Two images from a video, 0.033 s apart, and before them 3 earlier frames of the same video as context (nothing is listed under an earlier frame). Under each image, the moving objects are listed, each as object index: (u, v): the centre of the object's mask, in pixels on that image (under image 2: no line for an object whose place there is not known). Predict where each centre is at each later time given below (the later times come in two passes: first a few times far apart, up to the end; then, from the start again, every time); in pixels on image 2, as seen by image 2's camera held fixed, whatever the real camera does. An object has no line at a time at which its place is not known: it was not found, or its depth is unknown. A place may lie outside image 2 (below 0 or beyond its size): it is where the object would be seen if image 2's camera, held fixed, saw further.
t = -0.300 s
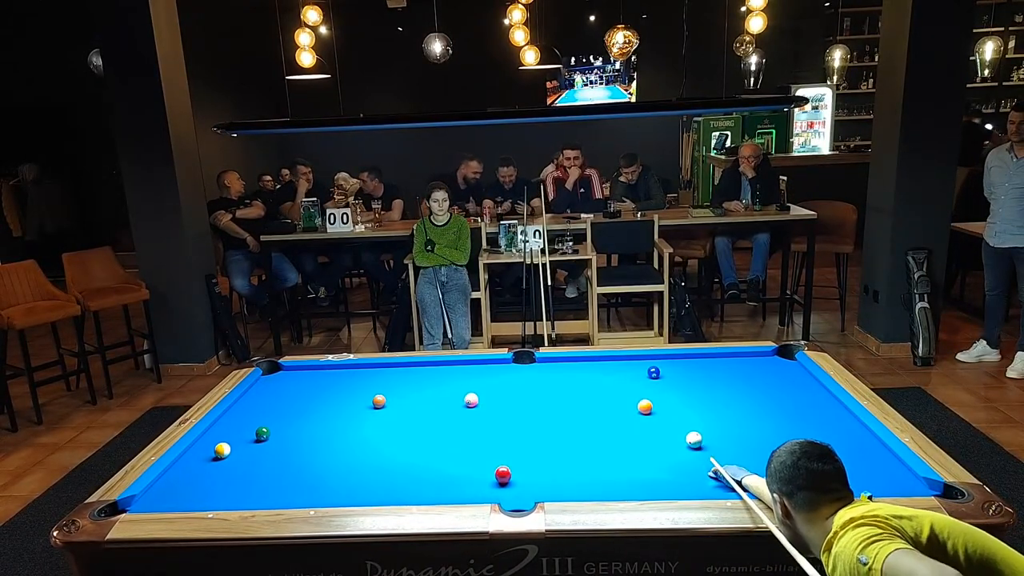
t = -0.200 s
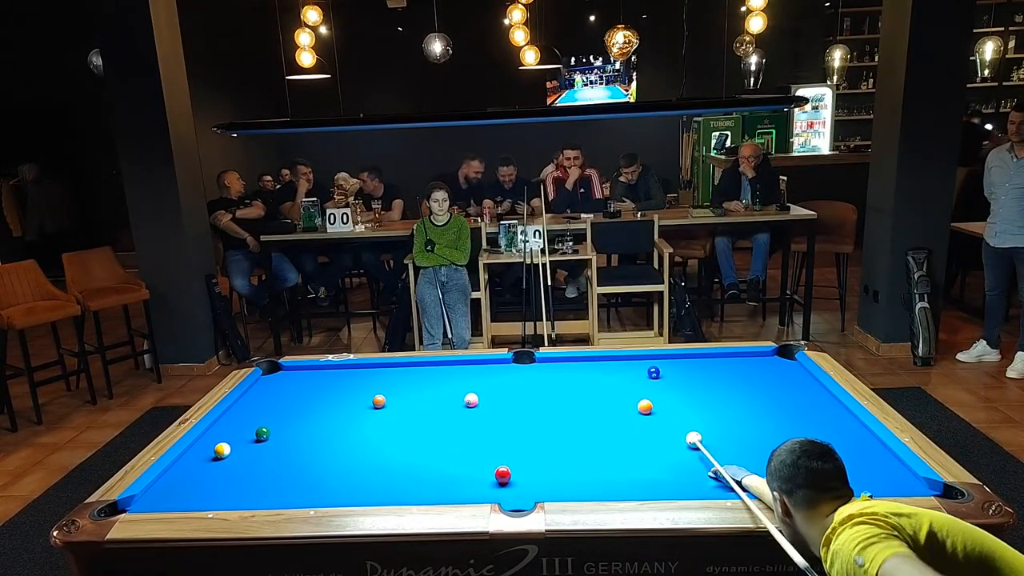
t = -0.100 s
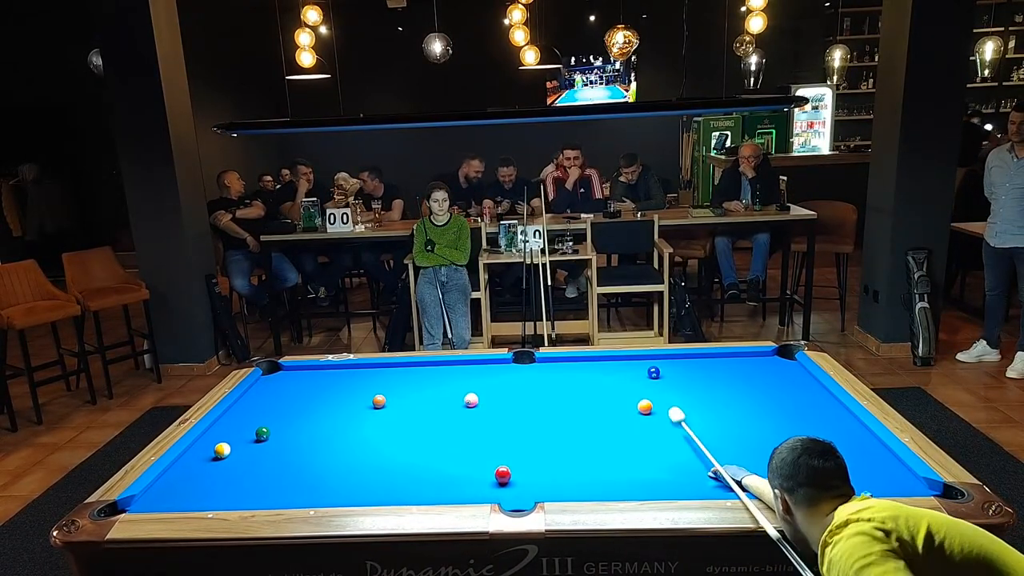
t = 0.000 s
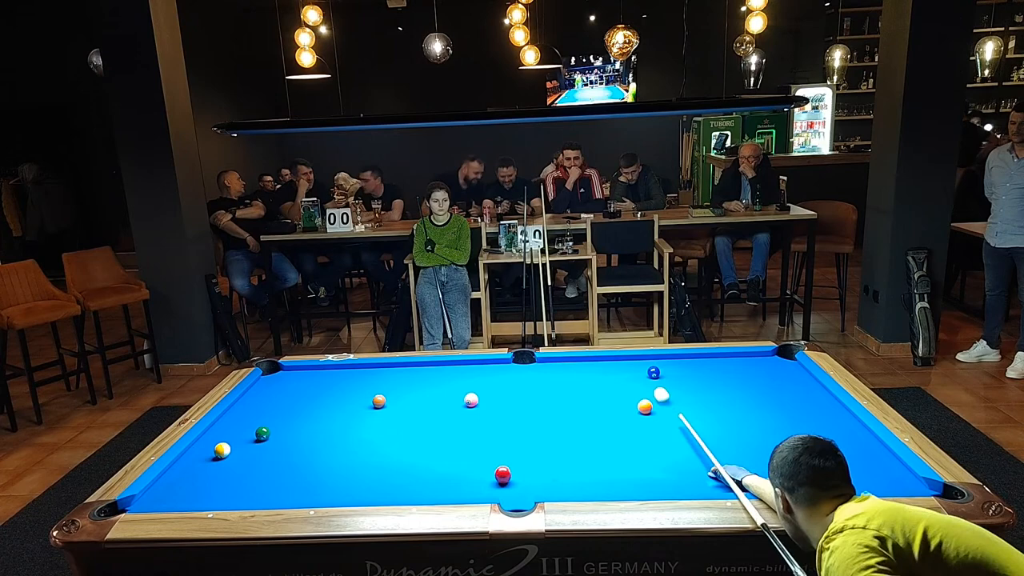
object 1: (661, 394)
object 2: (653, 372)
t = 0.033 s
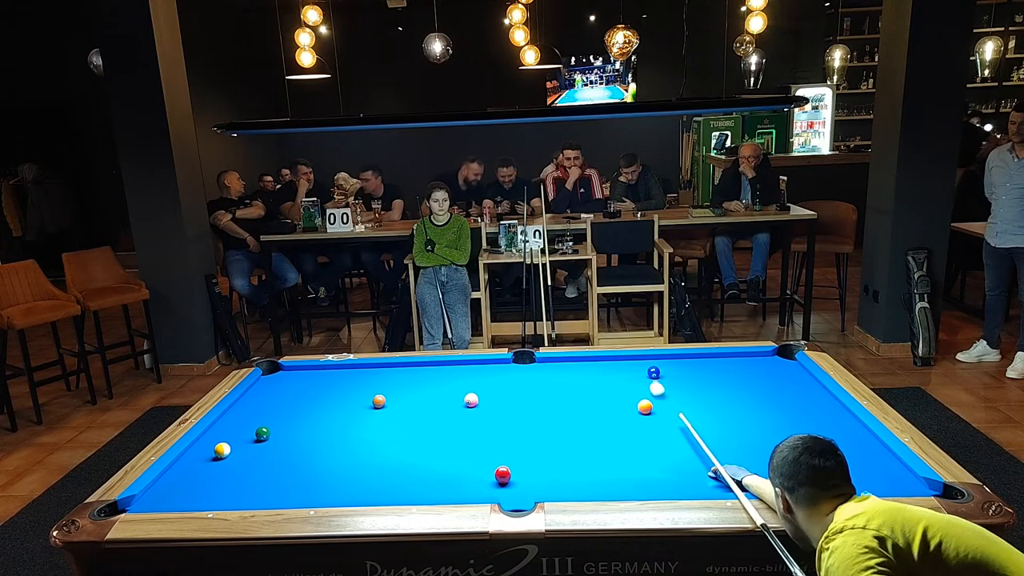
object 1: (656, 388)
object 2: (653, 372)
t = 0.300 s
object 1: (604, 361)
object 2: (675, 360)
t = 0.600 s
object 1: (563, 374)
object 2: (702, 362)
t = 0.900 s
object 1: (522, 390)
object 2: (729, 367)
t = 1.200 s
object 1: (478, 407)
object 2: (757, 373)
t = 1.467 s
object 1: (436, 423)
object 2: (781, 379)
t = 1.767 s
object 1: (385, 442)
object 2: (807, 385)
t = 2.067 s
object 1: (330, 463)
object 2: (814, 390)
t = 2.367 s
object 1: (271, 486)
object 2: (807, 394)
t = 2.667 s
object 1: (224, 495)
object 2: (802, 397)
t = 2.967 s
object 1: (203, 487)
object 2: (797, 400)
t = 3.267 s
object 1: (185, 480)
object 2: (792, 403)
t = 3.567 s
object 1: (169, 473)
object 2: (788, 406)
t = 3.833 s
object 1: (181, 469)
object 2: (786, 407)
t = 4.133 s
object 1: (194, 465)
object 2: (783, 409)
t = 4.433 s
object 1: (205, 462)
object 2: (781, 410)
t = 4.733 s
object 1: (213, 460)
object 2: (781, 410)
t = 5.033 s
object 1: (219, 459)
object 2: (781, 410)
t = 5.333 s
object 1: (222, 458)
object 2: (781, 410)
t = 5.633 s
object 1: (224, 458)
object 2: (781, 410)
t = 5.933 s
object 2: (781, 410)
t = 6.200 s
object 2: (781, 410)
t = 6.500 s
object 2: (781, 410)
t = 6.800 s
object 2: (781, 410)
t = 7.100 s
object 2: (781, 410)
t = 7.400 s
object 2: (781, 410)
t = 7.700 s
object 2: (781, 410)
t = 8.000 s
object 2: (781, 410)
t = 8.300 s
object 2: (781, 410)
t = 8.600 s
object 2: (781, 410)
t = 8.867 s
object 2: (781, 410)
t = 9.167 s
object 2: (781, 410)
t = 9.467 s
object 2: (781, 410)
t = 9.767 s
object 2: (781, 410)
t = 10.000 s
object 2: (781, 410)
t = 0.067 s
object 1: (652, 383)
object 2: (653, 371)
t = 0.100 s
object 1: (648, 378)
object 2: (655, 370)
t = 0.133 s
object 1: (642, 374)
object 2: (655, 371)
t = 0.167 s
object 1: (634, 371)
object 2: (659, 369)
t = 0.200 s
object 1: (625, 369)
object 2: (663, 366)
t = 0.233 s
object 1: (618, 366)
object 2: (668, 365)
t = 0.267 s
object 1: (611, 364)
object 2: (671, 362)
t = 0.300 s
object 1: (604, 361)
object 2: (675, 360)
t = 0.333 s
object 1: (598, 358)
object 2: (678, 359)
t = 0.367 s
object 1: (593, 360)
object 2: (680, 358)
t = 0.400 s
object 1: (589, 363)
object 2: (683, 357)
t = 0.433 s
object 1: (585, 365)
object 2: (687, 358)
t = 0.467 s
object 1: (581, 367)
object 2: (690, 359)
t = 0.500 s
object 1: (577, 369)
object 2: (693, 360)
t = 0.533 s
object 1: (572, 371)
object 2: (696, 361)
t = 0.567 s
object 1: (568, 372)
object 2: (699, 362)
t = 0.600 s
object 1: (563, 374)
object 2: (702, 362)
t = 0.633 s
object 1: (559, 376)
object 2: (705, 363)
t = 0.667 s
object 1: (554, 377)
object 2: (708, 363)
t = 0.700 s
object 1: (550, 379)
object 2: (711, 364)
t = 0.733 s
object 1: (546, 381)
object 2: (714, 364)
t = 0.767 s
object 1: (541, 382)
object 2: (717, 365)
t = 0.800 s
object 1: (536, 384)
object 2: (720, 365)
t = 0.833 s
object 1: (532, 386)
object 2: (723, 366)
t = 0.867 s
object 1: (527, 388)
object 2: (726, 367)
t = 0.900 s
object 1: (522, 390)
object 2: (729, 367)
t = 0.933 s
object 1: (518, 391)
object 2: (733, 368)
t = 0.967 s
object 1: (513, 393)
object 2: (736, 369)
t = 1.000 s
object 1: (508, 395)
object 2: (739, 369)
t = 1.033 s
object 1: (503, 397)
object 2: (742, 370)
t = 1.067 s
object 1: (498, 399)
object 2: (745, 371)
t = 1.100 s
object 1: (493, 401)
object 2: (748, 371)
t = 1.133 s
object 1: (488, 403)
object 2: (752, 371)
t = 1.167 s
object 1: (483, 405)
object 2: (754, 373)
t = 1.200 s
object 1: (478, 407)
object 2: (757, 373)
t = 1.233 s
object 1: (473, 408)
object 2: (760, 374)
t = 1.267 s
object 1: (468, 411)
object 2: (763, 375)
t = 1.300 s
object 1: (462, 413)
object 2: (766, 375)
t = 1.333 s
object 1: (457, 415)
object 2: (769, 376)
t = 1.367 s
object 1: (452, 417)
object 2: (772, 377)
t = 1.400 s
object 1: (447, 419)
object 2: (775, 378)
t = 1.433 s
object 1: (441, 421)
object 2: (778, 378)
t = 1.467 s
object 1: (436, 423)
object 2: (781, 379)
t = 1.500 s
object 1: (431, 425)
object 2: (784, 379)
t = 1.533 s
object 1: (425, 427)
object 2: (787, 380)
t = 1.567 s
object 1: (419, 429)
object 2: (790, 381)
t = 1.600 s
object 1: (414, 431)
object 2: (793, 381)
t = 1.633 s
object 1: (408, 433)
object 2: (796, 382)
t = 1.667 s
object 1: (402, 435)
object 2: (799, 383)
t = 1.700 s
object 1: (397, 438)
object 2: (801, 383)
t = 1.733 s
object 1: (391, 440)
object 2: (804, 384)
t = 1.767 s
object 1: (385, 442)
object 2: (807, 385)
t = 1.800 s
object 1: (379, 444)
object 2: (810, 386)
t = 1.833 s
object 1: (373, 447)
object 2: (813, 387)
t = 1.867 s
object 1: (367, 449)
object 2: (816, 387)
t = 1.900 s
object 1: (361, 452)
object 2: (819, 388)
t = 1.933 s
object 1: (355, 454)
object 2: (818, 388)
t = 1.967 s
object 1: (349, 456)
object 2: (817, 388)
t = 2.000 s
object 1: (343, 458)
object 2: (816, 389)
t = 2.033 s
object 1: (337, 461)
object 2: (815, 390)
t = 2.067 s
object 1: (330, 463)
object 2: (814, 390)
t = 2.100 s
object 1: (324, 466)
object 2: (813, 390)
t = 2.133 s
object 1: (317, 468)
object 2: (812, 391)
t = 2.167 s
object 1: (311, 471)
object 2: (812, 391)
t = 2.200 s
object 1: (305, 473)
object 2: (811, 392)
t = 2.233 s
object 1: (298, 476)
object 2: (810, 392)
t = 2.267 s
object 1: (291, 478)
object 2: (809, 393)
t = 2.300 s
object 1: (284, 481)
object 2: (809, 393)
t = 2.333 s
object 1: (278, 483)
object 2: (808, 393)
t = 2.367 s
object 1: (271, 486)
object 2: (807, 394)
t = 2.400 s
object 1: (264, 489)
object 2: (807, 395)
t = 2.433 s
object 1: (257, 491)
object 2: (806, 395)
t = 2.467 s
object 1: (250, 493)
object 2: (806, 395)
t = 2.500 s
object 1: (243, 495)
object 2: (805, 395)
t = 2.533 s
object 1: (236, 497)
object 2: (804, 396)
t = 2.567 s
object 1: (231, 498)
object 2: (804, 396)
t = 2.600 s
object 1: (228, 497)
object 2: (803, 397)
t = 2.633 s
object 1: (226, 496)
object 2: (803, 397)
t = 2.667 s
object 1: (224, 495)
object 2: (802, 397)
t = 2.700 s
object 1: (221, 495)
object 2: (801, 398)
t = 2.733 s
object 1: (219, 494)
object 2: (800, 398)
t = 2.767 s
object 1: (216, 493)
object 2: (800, 398)
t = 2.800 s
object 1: (214, 492)
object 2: (799, 399)
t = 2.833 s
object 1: (212, 491)
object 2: (799, 399)
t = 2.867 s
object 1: (210, 491)
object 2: (798, 399)
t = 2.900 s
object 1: (207, 490)
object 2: (798, 400)
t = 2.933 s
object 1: (205, 489)
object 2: (797, 400)
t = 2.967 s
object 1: (203, 487)
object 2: (797, 400)
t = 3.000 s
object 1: (201, 487)
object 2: (796, 401)
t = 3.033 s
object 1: (199, 486)
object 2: (796, 401)
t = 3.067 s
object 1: (196, 485)
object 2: (795, 401)
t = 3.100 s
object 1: (195, 484)
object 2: (795, 402)
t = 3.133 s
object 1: (192, 483)
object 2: (794, 402)
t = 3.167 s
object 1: (191, 482)
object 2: (794, 403)
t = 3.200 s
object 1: (189, 481)
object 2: (793, 403)
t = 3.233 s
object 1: (187, 480)
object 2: (793, 403)
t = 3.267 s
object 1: (185, 480)
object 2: (792, 403)
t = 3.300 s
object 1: (183, 479)
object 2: (792, 403)
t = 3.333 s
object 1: (181, 478)
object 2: (791, 404)
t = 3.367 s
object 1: (179, 477)
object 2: (791, 404)
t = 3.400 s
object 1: (177, 476)
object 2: (791, 405)
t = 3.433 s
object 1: (176, 475)
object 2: (790, 405)
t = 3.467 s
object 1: (174, 475)
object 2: (790, 405)
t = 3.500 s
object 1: (172, 474)
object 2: (789, 405)
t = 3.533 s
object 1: (170, 473)
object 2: (789, 406)
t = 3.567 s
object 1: (169, 473)
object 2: (788, 406)
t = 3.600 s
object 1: (169, 472)
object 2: (788, 406)
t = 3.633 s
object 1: (171, 471)
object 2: (788, 406)
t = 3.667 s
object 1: (173, 471)
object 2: (788, 406)
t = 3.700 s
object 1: (175, 470)
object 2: (787, 407)
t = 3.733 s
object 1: (176, 470)
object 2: (787, 407)
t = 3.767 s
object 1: (178, 470)
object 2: (787, 407)
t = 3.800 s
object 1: (179, 469)
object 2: (786, 407)
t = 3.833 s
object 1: (181, 469)
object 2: (786, 407)
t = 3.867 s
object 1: (183, 468)
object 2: (785, 407)
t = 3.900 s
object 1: (184, 468)
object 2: (785, 408)
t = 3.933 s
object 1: (186, 468)
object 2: (785, 408)
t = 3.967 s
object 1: (187, 467)
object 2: (785, 408)
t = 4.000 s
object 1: (189, 467)
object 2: (784, 408)
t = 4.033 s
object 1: (190, 467)
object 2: (784, 408)
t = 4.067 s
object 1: (192, 466)
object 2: (783, 409)
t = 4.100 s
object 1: (193, 466)
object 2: (783, 408)
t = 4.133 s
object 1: (194, 465)
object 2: (783, 409)
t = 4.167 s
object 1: (196, 465)
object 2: (783, 409)
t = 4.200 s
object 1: (197, 465)
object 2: (783, 409)
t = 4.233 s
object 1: (198, 464)
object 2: (783, 409)
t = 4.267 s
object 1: (199, 464)
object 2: (782, 409)
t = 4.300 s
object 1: (201, 463)
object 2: (782, 409)
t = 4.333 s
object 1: (202, 463)
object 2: (782, 409)
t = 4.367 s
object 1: (203, 463)
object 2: (782, 410)
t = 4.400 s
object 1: (204, 462)
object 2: (782, 409)
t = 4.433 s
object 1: (205, 462)
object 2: (781, 410)
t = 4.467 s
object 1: (206, 462)
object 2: (781, 410)
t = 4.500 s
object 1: (207, 462)
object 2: (781, 410)
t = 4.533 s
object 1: (208, 461)
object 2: (781, 410)
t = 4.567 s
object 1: (209, 461)
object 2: (781, 410)
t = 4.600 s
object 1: (210, 461)
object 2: (781, 410)
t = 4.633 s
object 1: (211, 461)
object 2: (781, 410)
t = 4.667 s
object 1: (212, 461)
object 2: (781, 410)
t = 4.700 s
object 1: (212, 461)
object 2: (781, 410)
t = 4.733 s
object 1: (213, 460)
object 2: (781, 410)
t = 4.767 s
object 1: (214, 460)
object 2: (781, 410)
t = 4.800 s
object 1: (215, 460)
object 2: (781, 410)
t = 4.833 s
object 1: (215, 460)
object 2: (781, 410)
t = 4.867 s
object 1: (216, 460)
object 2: (781, 410)
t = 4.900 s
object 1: (217, 459)
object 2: (781, 410)
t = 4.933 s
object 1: (217, 459)
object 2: (781, 410)
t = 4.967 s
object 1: (218, 459)
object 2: (781, 410)
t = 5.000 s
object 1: (219, 459)
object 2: (781, 410)
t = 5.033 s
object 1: (219, 459)
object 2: (781, 410)
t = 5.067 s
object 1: (220, 459)
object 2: (781, 410)
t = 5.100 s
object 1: (220, 459)
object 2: (781, 410)
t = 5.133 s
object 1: (221, 459)
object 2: (781, 410)
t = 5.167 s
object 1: (221, 459)
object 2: (781, 410)
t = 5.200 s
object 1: (221, 459)
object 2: (781, 410)
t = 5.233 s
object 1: (222, 459)
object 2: (781, 410)
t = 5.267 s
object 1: (222, 458)
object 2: (781, 410)
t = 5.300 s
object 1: (222, 458)
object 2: (781, 410)
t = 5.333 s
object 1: (222, 458)
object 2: (781, 410)
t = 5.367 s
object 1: (223, 458)
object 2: (781, 410)
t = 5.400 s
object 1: (223, 458)
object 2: (781, 410)
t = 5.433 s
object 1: (223, 458)
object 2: (781, 410)
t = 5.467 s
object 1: (223, 458)
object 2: (781, 410)
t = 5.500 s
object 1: (223, 458)
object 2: (781, 410)
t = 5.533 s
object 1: (224, 458)
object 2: (781, 410)
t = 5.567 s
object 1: (224, 458)
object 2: (781, 410)
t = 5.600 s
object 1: (224, 458)
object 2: (781, 410)
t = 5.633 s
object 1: (224, 458)
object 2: (781, 410)
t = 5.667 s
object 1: (224, 458)
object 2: (781, 410)
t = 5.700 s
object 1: (224, 457)
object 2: (781, 410)
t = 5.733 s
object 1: (224, 457)
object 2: (781, 410)
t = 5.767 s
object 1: (224, 458)
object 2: (781, 410)
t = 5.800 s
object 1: (224, 457)
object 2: (781, 410)
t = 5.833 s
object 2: (781, 410)
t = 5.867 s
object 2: (781, 410)
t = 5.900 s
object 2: (781, 410)
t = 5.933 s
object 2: (781, 410)
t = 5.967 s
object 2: (781, 410)
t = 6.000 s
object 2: (781, 410)
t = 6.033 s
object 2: (781, 410)
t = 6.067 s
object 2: (781, 410)
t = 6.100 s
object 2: (781, 410)
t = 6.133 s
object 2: (781, 410)
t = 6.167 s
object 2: (781, 410)
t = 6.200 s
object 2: (781, 410)
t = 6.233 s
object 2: (781, 410)
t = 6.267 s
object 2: (781, 410)
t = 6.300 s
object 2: (781, 410)
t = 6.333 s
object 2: (781, 410)
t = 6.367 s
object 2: (781, 410)
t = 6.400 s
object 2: (781, 410)
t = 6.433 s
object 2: (781, 410)
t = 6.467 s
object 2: (781, 410)
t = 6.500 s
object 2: (781, 410)
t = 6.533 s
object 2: (781, 410)
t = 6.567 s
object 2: (781, 410)
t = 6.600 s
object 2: (781, 410)
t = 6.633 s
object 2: (781, 410)
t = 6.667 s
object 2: (781, 410)
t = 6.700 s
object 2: (781, 410)
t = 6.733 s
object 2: (781, 410)
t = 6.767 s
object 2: (781, 410)
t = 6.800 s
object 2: (781, 410)
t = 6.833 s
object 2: (781, 410)
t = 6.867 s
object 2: (781, 410)
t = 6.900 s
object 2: (781, 410)
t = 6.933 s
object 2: (781, 410)
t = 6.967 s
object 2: (781, 410)
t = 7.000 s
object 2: (781, 410)
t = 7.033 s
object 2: (781, 410)
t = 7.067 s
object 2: (781, 410)
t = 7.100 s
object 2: (781, 410)
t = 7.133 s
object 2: (781, 410)
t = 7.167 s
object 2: (781, 410)
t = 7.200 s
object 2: (781, 410)
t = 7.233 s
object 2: (781, 410)
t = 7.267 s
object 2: (781, 410)
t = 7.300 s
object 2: (781, 410)
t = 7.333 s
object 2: (781, 410)
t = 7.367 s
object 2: (781, 410)
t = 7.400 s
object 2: (781, 410)
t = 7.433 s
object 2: (781, 410)
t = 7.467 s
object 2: (781, 410)
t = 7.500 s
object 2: (781, 410)
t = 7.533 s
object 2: (781, 410)
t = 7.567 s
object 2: (781, 410)
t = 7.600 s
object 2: (781, 410)
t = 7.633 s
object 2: (781, 410)
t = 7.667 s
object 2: (781, 410)
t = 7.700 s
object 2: (781, 410)
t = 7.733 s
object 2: (781, 410)
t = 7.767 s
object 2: (781, 410)
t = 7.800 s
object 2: (781, 410)
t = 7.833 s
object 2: (781, 410)
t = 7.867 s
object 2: (781, 410)
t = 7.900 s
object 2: (781, 410)
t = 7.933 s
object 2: (781, 410)
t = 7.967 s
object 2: (781, 410)
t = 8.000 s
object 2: (781, 410)
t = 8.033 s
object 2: (781, 410)
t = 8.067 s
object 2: (781, 410)
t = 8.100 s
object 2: (781, 410)
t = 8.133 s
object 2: (781, 410)
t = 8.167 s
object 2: (781, 410)
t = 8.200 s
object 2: (781, 410)
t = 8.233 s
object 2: (781, 410)
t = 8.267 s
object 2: (781, 410)
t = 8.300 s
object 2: (781, 410)
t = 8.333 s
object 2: (781, 410)
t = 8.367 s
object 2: (781, 410)
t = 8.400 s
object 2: (781, 410)
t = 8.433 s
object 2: (781, 410)
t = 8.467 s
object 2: (781, 410)
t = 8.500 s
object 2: (781, 410)
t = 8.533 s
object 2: (781, 410)
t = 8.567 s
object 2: (781, 410)
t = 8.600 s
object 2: (781, 410)
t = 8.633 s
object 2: (781, 410)
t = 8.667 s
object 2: (781, 410)
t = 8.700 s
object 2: (781, 410)
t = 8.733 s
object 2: (781, 410)
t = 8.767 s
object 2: (781, 410)
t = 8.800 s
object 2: (781, 410)
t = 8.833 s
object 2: (781, 410)
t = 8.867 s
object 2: (781, 410)
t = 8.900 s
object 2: (781, 410)
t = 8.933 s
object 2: (781, 410)
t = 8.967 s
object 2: (781, 410)
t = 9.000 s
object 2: (781, 410)
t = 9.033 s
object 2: (781, 410)
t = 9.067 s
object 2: (781, 410)
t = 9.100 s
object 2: (781, 410)
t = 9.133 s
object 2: (781, 410)
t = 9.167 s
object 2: (781, 410)
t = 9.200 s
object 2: (781, 410)
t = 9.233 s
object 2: (781, 410)
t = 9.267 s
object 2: (781, 410)
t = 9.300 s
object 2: (781, 410)
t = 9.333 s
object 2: (781, 410)
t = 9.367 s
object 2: (781, 410)
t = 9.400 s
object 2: (781, 410)
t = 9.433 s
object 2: (781, 410)
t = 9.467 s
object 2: (781, 410)
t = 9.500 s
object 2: (781, 410)
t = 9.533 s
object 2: (781, 410)
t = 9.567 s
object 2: (781, 410)
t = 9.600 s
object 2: (781, 410)
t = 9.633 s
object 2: (781, 410)
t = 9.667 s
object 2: (781, 410)
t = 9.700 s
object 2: (781, 410)
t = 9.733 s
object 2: (781, 410)
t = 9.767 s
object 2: (781, 410)
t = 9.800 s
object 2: (781, 410)
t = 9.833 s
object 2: (781, 410)
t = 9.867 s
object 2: (781, 410)
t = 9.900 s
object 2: (781, 410)
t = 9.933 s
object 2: (781, 410)
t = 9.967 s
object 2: (781, 410)
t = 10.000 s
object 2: (781, 410)
